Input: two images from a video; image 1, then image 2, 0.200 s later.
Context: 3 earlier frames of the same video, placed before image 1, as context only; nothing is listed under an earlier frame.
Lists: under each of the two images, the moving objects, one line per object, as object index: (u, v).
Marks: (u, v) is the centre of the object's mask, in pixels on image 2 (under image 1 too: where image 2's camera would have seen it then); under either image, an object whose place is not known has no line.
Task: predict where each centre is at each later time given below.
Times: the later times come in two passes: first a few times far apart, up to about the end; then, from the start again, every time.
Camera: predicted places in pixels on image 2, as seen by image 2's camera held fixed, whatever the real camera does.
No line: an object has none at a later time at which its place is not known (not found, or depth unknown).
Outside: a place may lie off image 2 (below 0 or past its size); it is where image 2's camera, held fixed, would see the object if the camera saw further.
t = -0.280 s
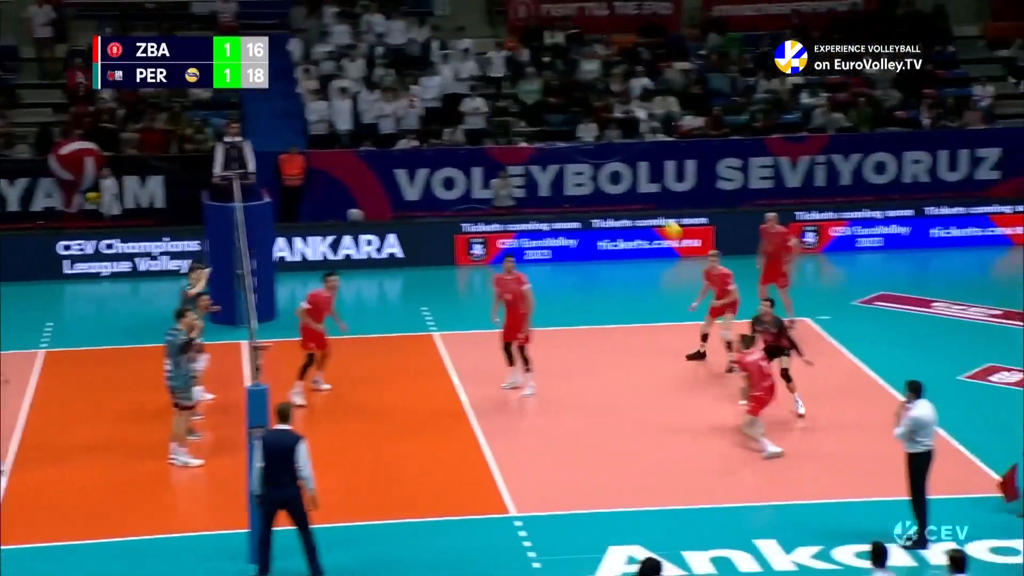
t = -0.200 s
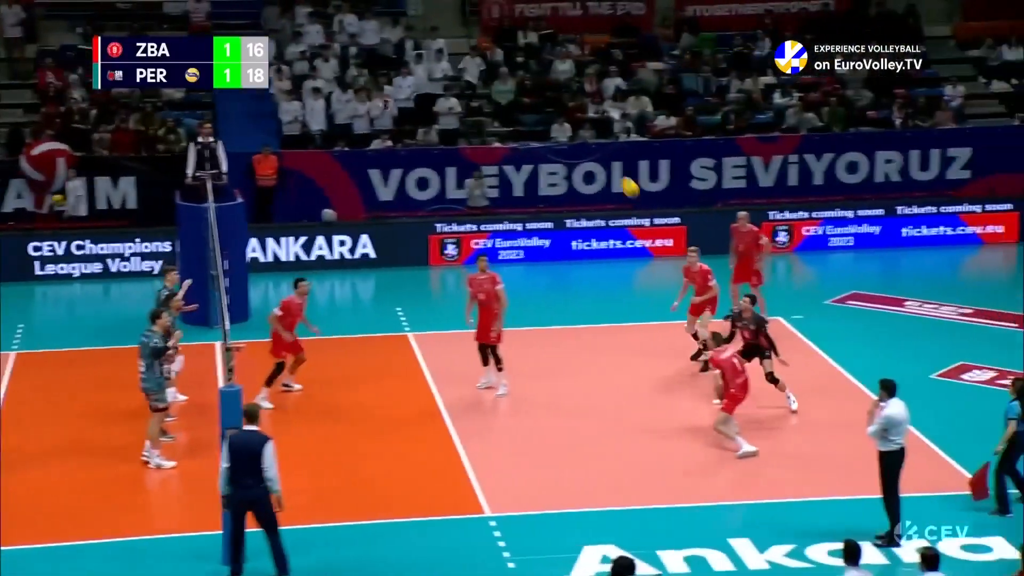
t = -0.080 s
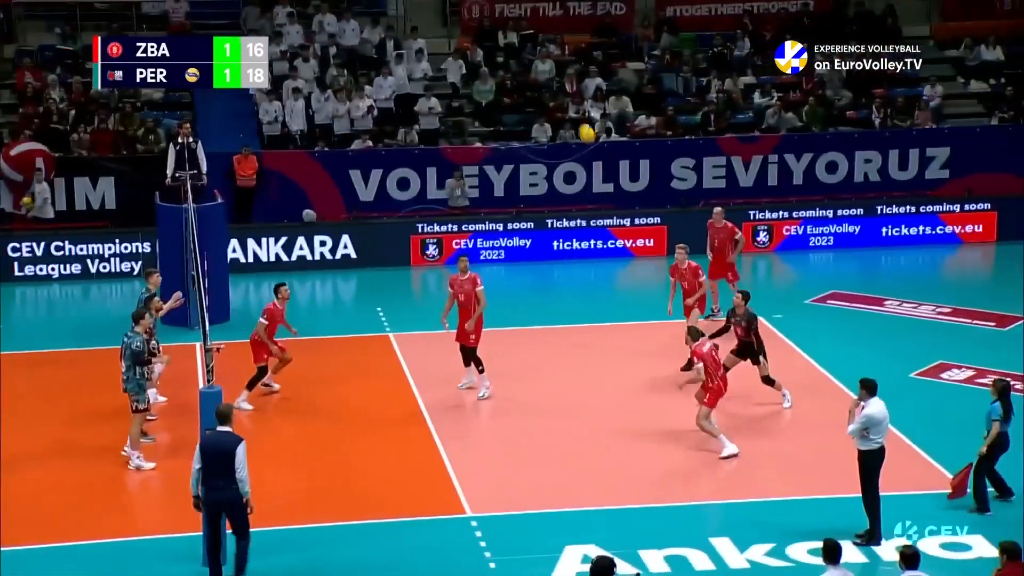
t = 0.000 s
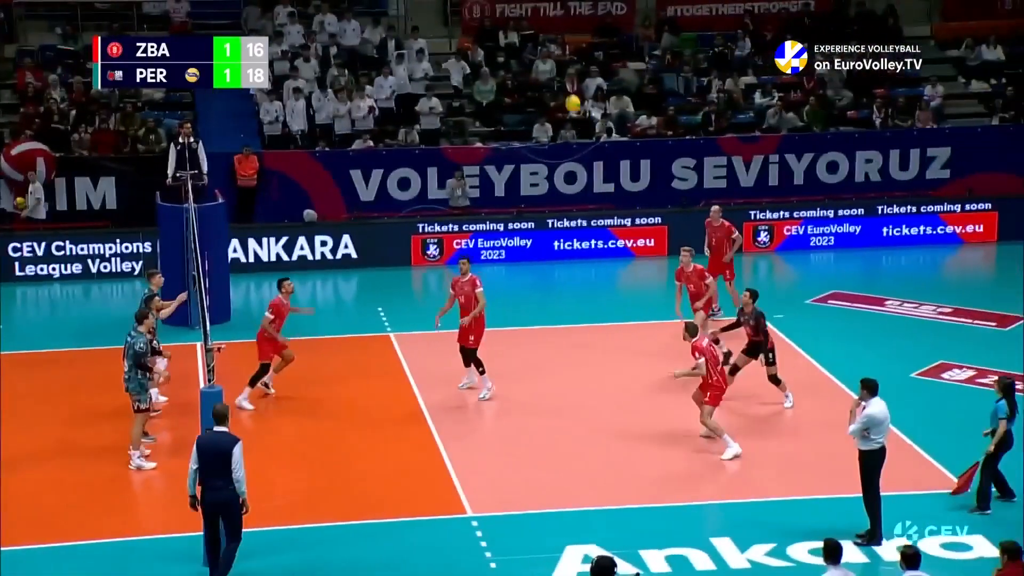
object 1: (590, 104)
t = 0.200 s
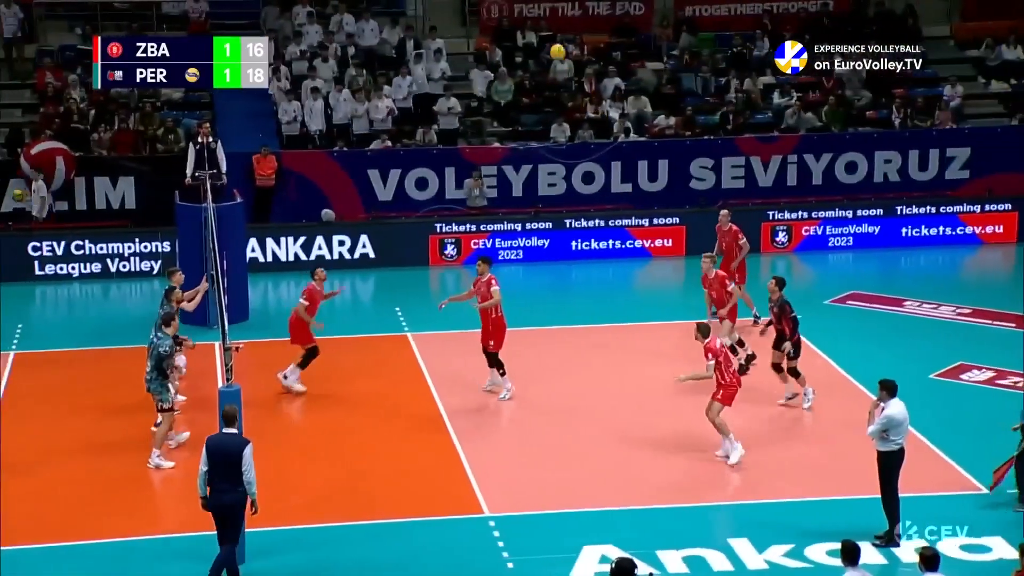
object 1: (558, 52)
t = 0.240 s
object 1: (551, 45)
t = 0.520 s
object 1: (511, 31)
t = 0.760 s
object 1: (480, 60)
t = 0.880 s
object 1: (465, 88)
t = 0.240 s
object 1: (551, 45)
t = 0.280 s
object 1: (545, 40)
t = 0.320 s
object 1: (540, 35)
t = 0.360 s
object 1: (533, 33)
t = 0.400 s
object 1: (527, 30)
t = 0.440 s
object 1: (522, 29)
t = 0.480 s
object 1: (516, 29)
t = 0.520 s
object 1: (511, 31)
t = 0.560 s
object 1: (505, 33)
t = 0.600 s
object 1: (500, 36)
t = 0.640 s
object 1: (495, 41)
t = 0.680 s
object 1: (490, 47)
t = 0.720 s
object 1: (485, 53)
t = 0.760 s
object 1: (480, 60)
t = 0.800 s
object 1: (475, 69)
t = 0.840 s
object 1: (470, 78)
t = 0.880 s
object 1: (465, 88)
